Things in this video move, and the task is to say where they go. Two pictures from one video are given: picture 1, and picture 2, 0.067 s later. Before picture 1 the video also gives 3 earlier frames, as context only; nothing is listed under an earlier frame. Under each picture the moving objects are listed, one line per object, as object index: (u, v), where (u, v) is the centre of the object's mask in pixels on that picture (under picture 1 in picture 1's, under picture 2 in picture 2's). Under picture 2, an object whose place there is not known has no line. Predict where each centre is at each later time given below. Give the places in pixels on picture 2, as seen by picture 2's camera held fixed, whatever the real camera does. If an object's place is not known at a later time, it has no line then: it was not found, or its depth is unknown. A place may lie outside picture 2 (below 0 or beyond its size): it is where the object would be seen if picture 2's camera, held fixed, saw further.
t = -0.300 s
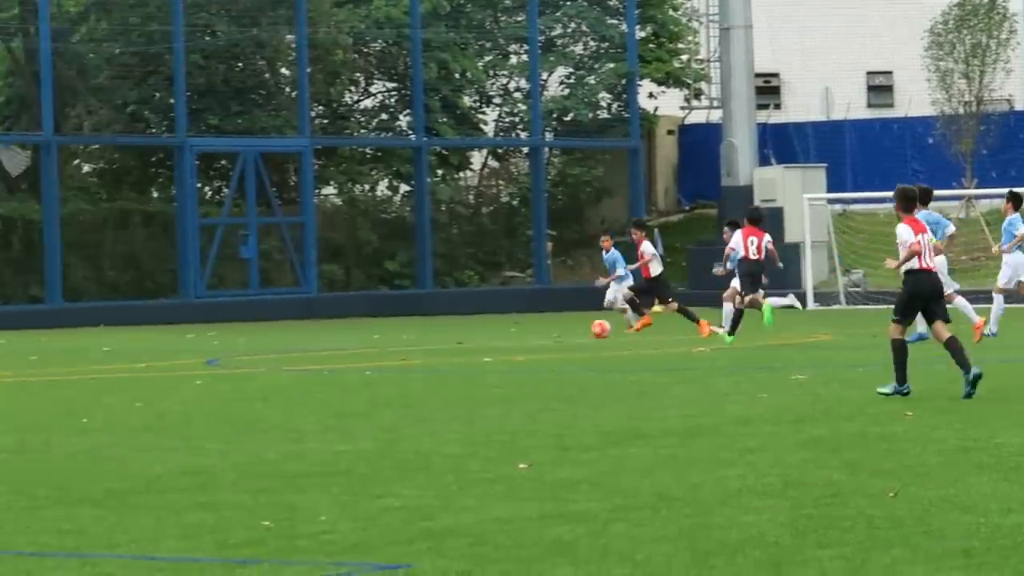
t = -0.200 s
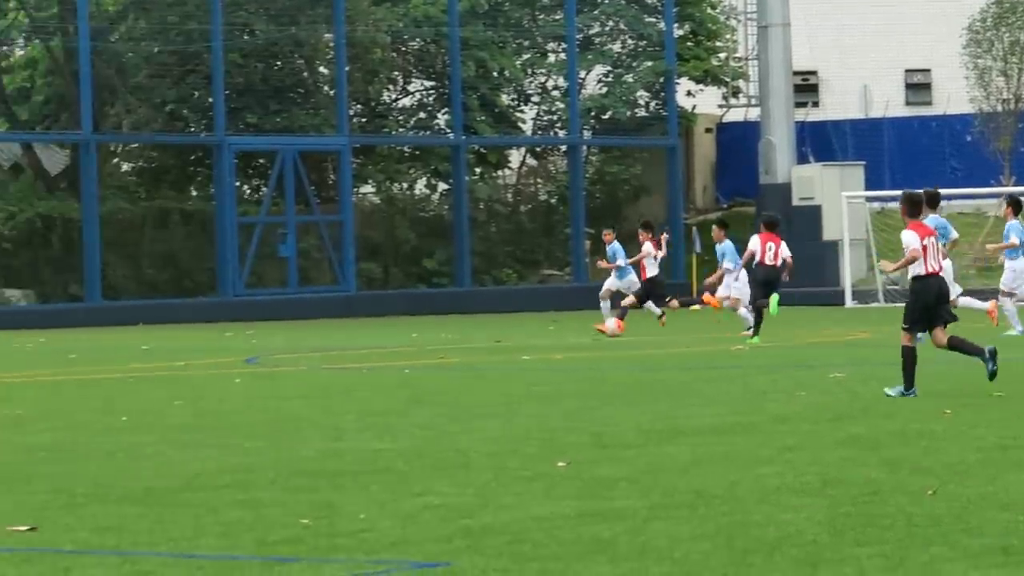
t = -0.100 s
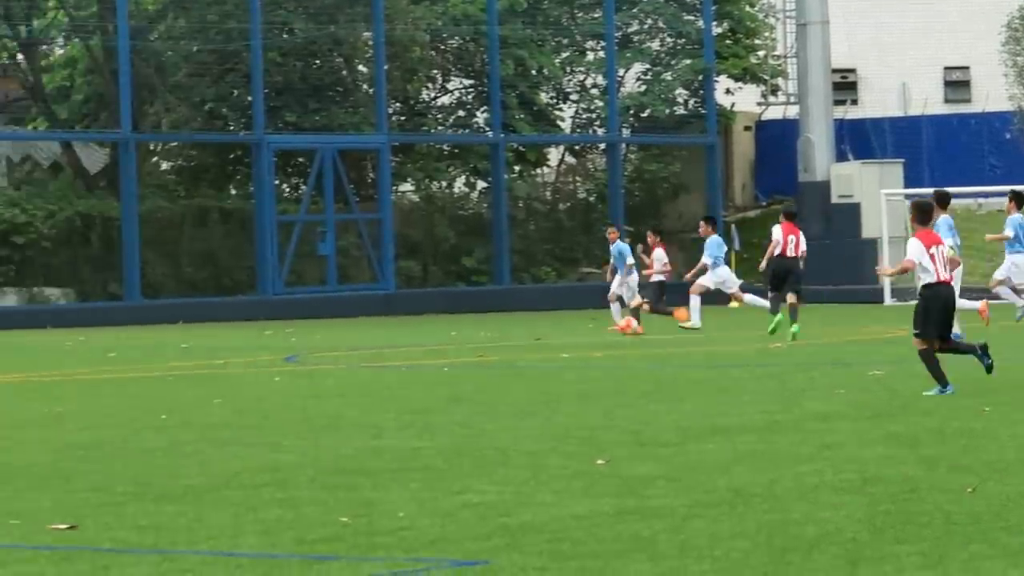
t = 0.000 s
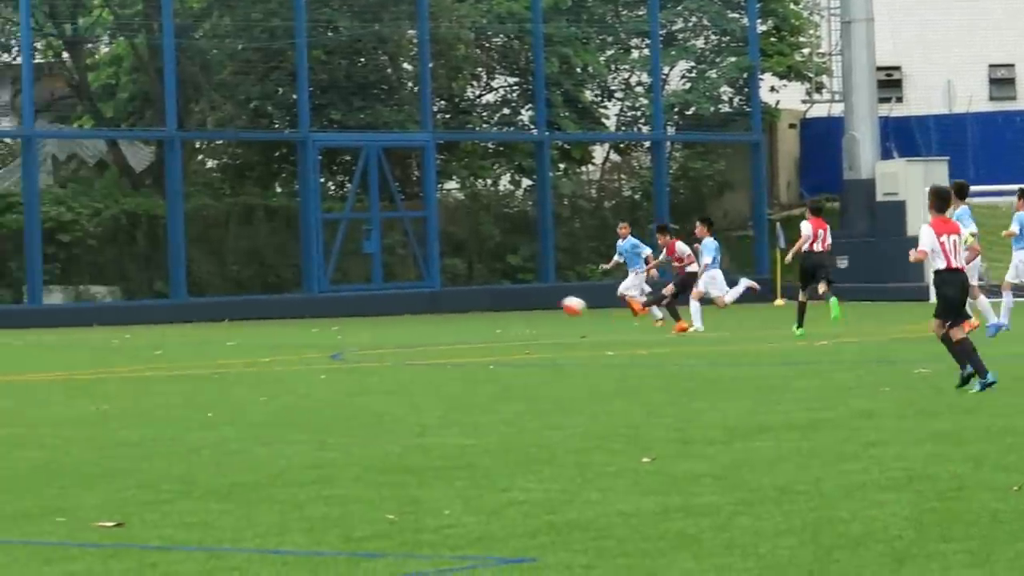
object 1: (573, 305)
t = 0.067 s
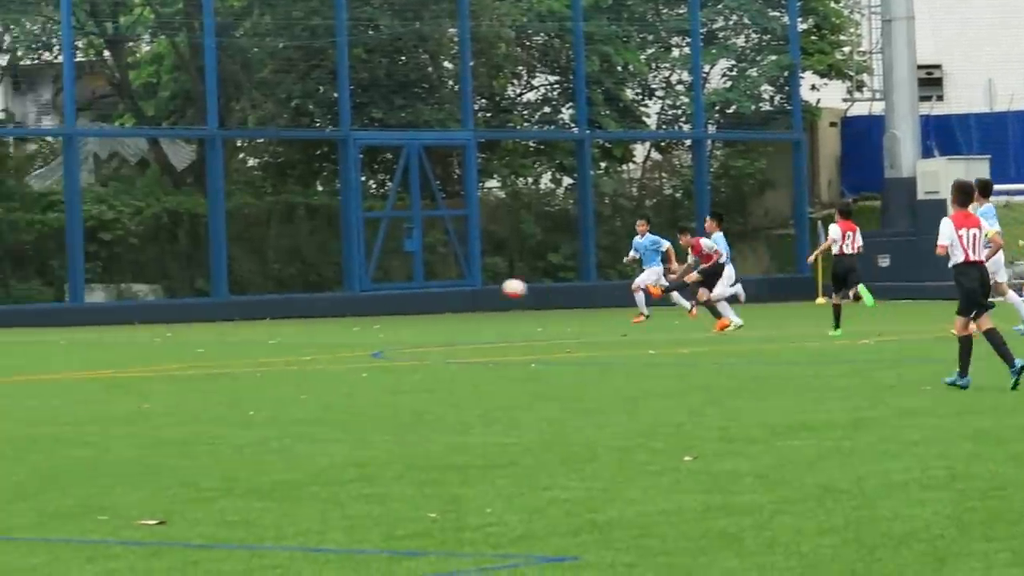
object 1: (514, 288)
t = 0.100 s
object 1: (474, 284)
